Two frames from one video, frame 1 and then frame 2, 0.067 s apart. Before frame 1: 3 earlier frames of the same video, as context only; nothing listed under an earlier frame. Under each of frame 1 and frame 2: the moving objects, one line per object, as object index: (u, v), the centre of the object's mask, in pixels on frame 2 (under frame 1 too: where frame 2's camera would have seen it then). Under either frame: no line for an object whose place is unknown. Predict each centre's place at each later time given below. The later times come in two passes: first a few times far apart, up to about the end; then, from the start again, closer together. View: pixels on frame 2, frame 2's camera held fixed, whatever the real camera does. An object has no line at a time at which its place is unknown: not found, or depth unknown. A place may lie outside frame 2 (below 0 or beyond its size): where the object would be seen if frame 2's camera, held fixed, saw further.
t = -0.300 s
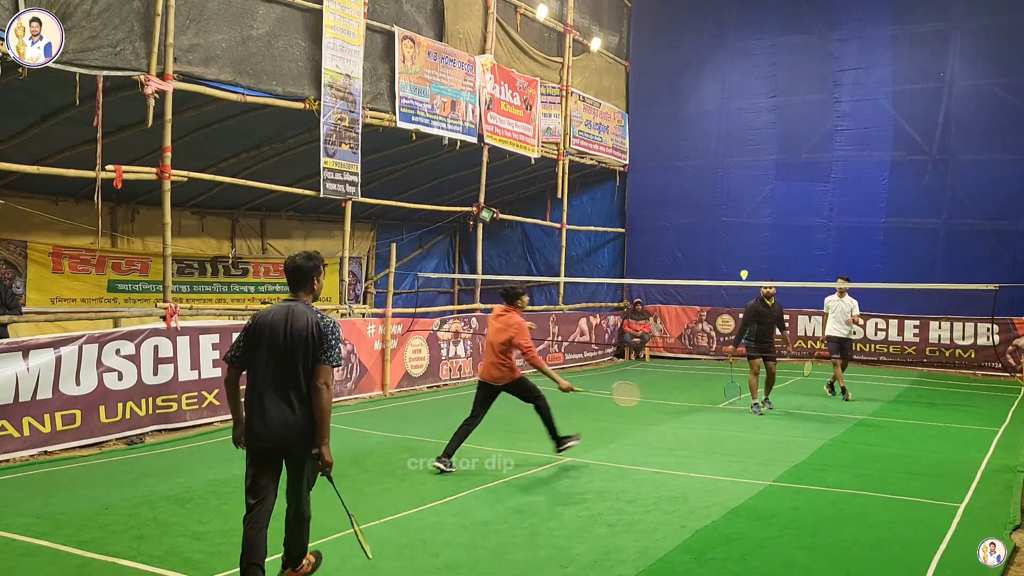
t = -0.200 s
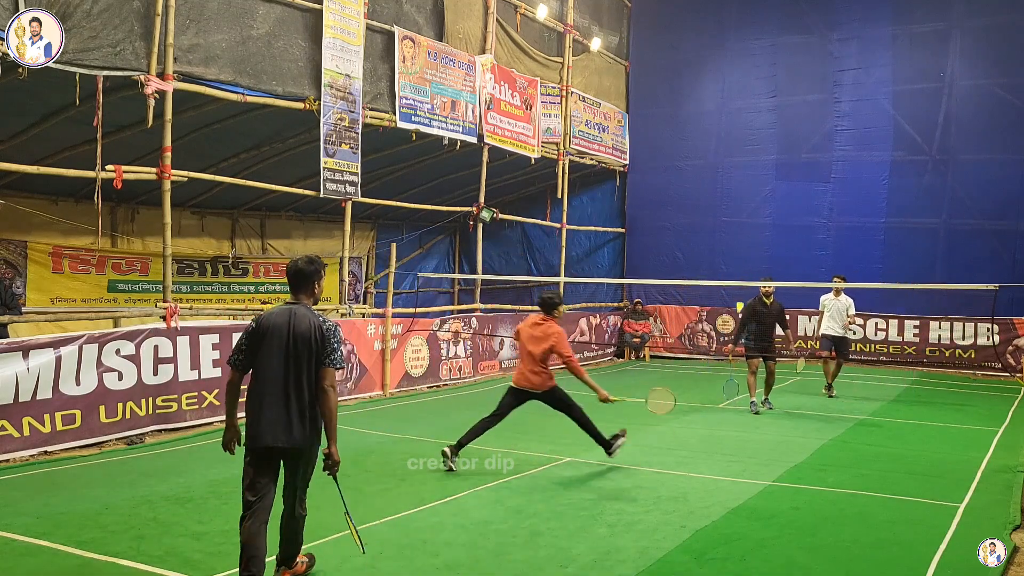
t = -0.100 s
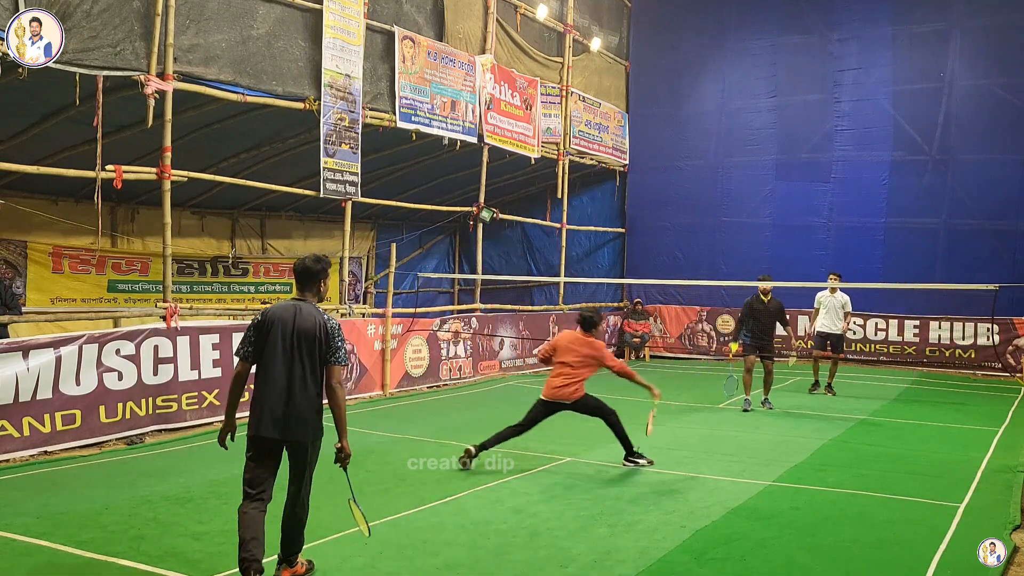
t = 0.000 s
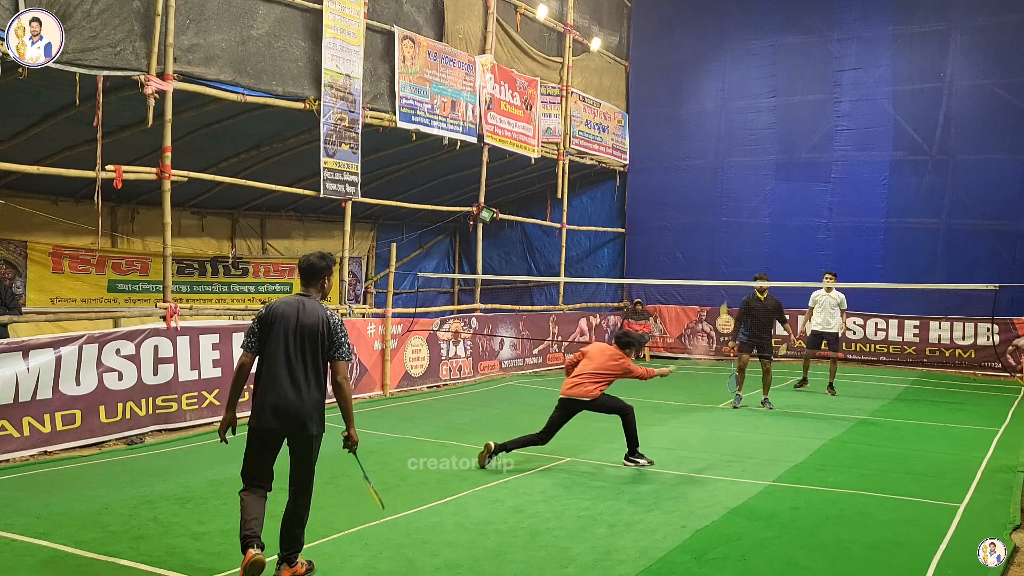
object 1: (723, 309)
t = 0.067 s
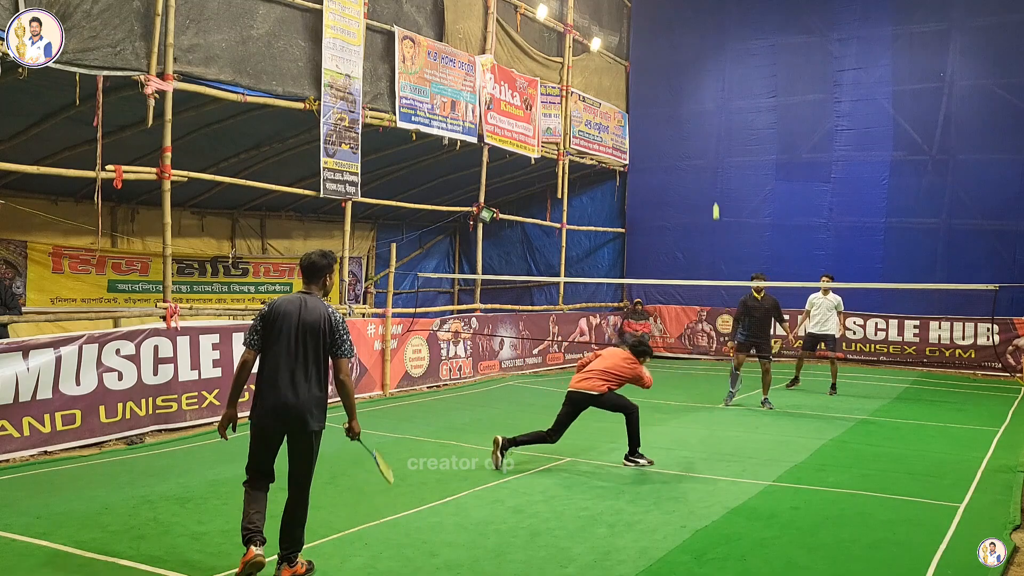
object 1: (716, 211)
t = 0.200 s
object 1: (706, 116)
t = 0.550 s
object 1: (695, 55)
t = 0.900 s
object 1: (689, 87)
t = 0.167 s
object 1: (708, 132)
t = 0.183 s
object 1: (707, 124)
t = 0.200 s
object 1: (706, 116)
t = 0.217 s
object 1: (705, 109)
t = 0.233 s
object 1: (704, 102)
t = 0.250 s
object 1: (704, 96)
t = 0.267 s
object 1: (703, 91)
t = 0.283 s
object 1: (702, 87)
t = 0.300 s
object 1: (702, 82)
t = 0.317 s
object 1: (701, 78)
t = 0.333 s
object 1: (701, 75)
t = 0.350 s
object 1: (700, 72)
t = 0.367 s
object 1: (700, 69)
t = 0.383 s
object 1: (699, 66)
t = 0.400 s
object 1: (699, 64)
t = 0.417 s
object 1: (698, 62)
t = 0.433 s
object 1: (698, 61)
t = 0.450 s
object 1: (697, 59)
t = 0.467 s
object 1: (697, 58)
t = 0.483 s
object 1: (696, 57)
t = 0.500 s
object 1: (696, 56)
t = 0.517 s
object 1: (696, 56)
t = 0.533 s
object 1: (695, 55)
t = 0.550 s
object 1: (695, 55)
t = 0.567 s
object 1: (695, 55)
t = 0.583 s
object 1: (694, 55)
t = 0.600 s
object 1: (694, 56)
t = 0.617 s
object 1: (694, 56)
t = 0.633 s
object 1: (693, 57)
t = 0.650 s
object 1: (693, 58)
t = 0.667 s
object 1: (692, 59)
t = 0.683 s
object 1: (692, 60)
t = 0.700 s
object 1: (692, 61)
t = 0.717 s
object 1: (691, 63)
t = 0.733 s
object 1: (691, 64)
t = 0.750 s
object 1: (691, 66)
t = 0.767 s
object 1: (691, 68)
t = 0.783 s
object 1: (691, 70)
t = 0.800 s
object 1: (690, 72)
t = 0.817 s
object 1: (690, 74)
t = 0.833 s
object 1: (690, 77)
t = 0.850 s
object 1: (690, 79)
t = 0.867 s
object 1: (689, 82)
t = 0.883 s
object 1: (689, 84)
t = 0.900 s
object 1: (689, 87)
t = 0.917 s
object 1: (689, 90)
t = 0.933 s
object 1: (688, 93)
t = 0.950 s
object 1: (688, 96)
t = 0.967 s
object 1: (688, 100)
